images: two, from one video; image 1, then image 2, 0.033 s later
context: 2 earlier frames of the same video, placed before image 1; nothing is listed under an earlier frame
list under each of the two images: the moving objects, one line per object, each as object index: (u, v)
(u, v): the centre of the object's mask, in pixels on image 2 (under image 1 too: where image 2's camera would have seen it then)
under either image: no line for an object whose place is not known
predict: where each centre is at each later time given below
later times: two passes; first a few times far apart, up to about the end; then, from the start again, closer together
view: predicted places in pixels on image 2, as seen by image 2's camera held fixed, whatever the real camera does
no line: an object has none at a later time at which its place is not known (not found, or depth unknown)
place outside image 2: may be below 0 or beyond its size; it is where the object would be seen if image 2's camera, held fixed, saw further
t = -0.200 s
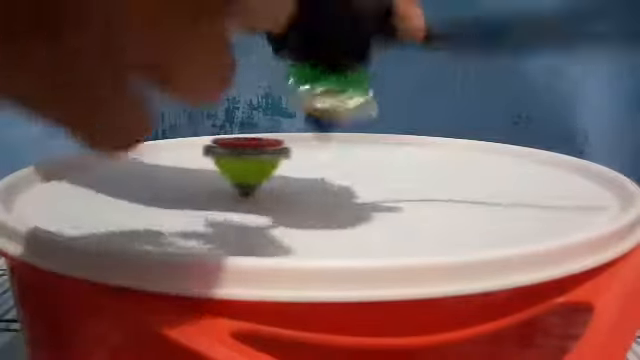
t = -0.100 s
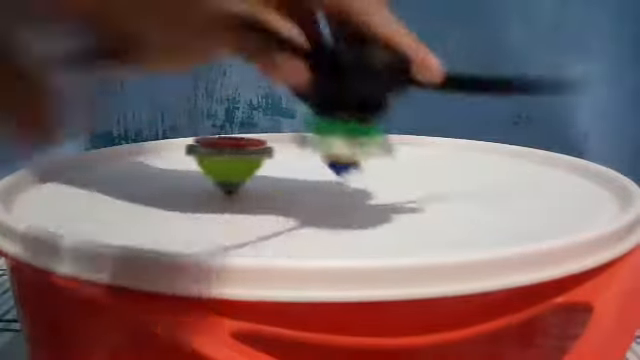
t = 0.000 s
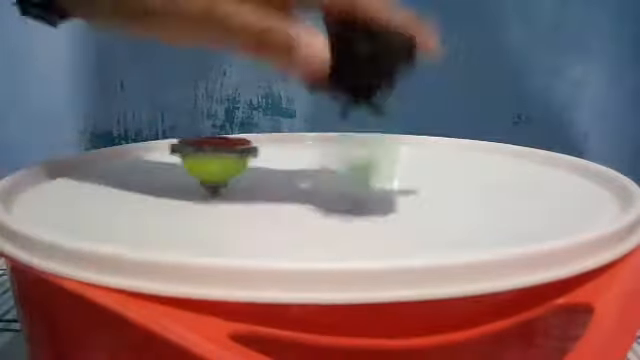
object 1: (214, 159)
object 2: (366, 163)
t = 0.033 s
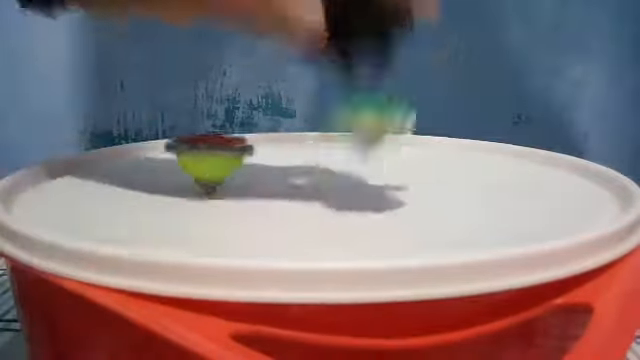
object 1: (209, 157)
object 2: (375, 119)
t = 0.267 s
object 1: (185, 157)
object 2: (406, 157)
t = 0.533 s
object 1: (178, 156)
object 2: (387, 177)
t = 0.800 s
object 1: (200, 157)
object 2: (384, 172)
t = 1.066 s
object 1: (239, 158)
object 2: (385, 168)
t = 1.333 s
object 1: (276, 161)
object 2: (391, 165)
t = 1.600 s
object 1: (317, 164)
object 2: (399, 162)
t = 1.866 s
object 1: (353, 168)
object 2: (416, 161)
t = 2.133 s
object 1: (371, 171)
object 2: (428, 161)
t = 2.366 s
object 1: (370, 173)
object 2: (428, 162)
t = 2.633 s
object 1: (354, 176)
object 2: (422, 163)
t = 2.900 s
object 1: (325, 176)
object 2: (406, 165)
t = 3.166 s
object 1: (291, 174)
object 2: (391, 166)
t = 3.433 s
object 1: (264, 170)
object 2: (372, 167)
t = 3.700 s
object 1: (256, 166)
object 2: (357, 166)
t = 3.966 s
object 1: (264, 161)
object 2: (346, 166)
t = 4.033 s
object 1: (263, 157)
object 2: (351, 165)
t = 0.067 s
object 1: (207, 158)
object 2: (380, 102)
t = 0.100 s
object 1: (203, 159)
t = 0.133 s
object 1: (198, 158)
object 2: (396, 123)
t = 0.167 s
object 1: (194, 158)
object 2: (404, 173)
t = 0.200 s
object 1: (190, 157)
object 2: (405, 155)
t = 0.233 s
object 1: (188, 157)
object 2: (405, 145)
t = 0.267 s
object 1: (185, 157)
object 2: (406, 157)
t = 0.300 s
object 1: (182, 156)
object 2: (404, 176)
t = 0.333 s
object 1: (180, 155)
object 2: (401, 166)
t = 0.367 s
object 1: (178, 156)
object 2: (399, 172)
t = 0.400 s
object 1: (176, 156)
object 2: (395, 174)
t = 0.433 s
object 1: (175, 155)
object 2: (392, 175)
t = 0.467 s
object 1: (175, 156)
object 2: (389, 176)
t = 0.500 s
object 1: (176, 156)
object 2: (388, 177)
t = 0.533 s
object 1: (178, 156)
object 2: (387, 177)
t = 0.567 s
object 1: (179, 156)
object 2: (386, 177)
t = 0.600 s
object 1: (180, 156)
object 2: (385, 176)
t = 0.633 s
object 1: (183, 157)
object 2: (384, 176)
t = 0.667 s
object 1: (186, 157)
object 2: (384, 175)
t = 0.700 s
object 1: (189, 157)
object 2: (384, 174)
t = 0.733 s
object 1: (192, 157)
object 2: (384, 173)
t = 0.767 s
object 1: (196, 157)
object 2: (384, 173)
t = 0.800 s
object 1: (200, 157)
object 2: (384, 172)
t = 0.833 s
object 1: (205, 158)
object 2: (384, 172)
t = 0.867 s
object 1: (210, 158)
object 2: (384, 171)
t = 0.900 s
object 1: (214, 158)
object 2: (384, 170)
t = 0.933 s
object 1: (218, 158)
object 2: (384, 170)
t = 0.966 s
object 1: (223, 158)
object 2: (384, 169)
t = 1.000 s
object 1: (228, 158)
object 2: (384, 169)
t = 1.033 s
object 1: (234, 159)
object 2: (385, 168)
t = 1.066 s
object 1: (239, 158)
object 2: (385, 168)
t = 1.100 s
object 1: (242, 159)
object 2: (386, 168)
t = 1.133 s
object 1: (248, 159)
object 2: (386, 167)
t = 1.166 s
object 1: (253, 159)
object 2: (386, 167)
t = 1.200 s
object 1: (258, 159)
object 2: (387, 166)
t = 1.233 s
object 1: (262, 160)
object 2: (388, 166)
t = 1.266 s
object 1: (267, 160)
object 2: (389, 165)
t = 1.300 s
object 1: (272, 160)
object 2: (390, 165)
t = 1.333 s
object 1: (276, 161)
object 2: (391, 165)
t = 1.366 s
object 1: (282, 161)
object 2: (391, 164)
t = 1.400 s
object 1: (287, 161)
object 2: (392, 164)
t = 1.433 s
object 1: (292, 162)
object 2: (394, 163)
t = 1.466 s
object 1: (298, 162)
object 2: (394, 163)
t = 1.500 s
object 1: (303, 163)
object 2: (396, 162)
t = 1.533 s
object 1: (307, 163)
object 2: (397, 162)
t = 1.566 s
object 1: (312, 164)
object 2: (399, 162)
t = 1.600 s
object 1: (317, 164)
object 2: (399, 162)
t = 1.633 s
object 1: (322, 165)
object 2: (401, 162)
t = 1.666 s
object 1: (327, 165)
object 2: (403, 161)
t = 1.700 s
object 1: (331, 166)
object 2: (405, 161)
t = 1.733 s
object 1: (336, 166)
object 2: (407, 161)
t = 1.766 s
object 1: (341, 166)
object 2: (409, 161)
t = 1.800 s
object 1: (345, 167)
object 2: (411, 161)
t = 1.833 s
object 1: (349, 167)
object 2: (414, 161)
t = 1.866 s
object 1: (353, 168)
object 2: (416, 161)
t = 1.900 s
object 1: (356, 169)
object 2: (418, 161)
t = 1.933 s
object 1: (360, 169)
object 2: (421, 161)
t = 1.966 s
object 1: (363, 170)
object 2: (422, 161)
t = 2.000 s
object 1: (366, 170)
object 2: (424, 161)
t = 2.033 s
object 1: (368, 170)
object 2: (425, 161)
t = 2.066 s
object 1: (369, 170)
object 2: (426, 161)
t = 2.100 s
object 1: (370, 171)
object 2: (427, 161)
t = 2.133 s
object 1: (371, 171)
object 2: (428, 161)
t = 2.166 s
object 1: (372, 172)
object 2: (428, 161)
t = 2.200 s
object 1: (373, 172)
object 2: (429, 161)
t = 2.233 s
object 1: (373, 172)
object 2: (429, 161)
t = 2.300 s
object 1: (371, 172)
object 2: (428, 161)
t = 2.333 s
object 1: (371, 172)
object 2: (428, 161)
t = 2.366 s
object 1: (370, 173)
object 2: (428, 162)
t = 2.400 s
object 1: (369, 173)
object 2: (428, 162)
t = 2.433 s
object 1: (367, 174)
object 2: (427, 162)
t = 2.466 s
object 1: (365, 174)
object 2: (426, 162)
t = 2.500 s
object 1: (364, 174)
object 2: (425, 162)
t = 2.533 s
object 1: (361, 175)
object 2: (425, 162)
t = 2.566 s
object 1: (359, 175)
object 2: (424, 162)
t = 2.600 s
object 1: (356, 176)
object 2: (423, 163)
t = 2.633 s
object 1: (354, 176)
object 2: (422, 163)
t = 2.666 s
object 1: (350, 176)
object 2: (420, 163)
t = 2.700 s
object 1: (346, 176)
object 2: (417, 163)
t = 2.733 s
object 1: (343, 177)
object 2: (416, 163)
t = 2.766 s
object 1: (340, 177)
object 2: (414, 163)
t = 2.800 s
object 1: (336, 177)
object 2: (412, 164)
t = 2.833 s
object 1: (333, 177)
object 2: (410, 164)
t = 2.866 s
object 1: (329, 177)
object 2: (409, 164)
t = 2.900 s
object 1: (325, 176)
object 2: (406, 165)
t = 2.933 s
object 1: (321, 176)
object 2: (404, 165)
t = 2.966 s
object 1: (317, 176)
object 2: (403, 165)
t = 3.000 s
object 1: (313, 176)
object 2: (401, 165)
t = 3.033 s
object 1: (308, 175)
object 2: (398, 165)
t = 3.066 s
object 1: (303, 175)
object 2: (396, 166)
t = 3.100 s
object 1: (299, 175)
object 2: (395, 166)
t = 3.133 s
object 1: (295, 174)
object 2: (393, 166)
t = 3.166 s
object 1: (291, 174)
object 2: (391, 166)
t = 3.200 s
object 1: (287, 174)
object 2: (389, 166)
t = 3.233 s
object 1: (283, 173)
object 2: (387, 167)
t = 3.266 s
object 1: (279, 173)
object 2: (384, 167)
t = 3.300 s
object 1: (276, 172)
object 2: (382, 167)
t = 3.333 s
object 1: (273, 172)
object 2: (379, 167)
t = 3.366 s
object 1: (270, 171)
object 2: (377, 167)
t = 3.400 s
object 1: (266, 170)
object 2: (375, 167)
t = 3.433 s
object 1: (264, 170)
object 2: (372, 167)
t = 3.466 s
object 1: (262, 169)
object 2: (370, 167)
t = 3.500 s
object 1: (260, 168)
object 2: (369, 167)
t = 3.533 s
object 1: (258, 168)
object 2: (366, 167)
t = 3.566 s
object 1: (257, 167)
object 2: (365, 167)
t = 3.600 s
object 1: (257, 167)
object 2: (363, 167)
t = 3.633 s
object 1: (257, 166)
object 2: (361, 167)
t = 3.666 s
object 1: (257, 166)
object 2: (359, 167)
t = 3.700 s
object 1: (256, 166)
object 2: (357, 166)
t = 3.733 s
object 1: (256, 165)
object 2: (355, 167)
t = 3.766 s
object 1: (257, 164)
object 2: (354, 167)
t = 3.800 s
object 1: (257, 164)
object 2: (353, 166)
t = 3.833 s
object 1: (259, 163)
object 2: (352, 166)
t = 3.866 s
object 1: (260, 162)
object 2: (350, 166)
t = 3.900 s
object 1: (261, 162)
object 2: (349, 166)
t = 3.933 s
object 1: (263, 161)
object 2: (348, 166)
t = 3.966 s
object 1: (264, 161)
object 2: (346, 166)
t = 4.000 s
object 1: (266, 161)
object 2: (345, 165)
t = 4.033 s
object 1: (263, 157)
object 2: (351, 165)
